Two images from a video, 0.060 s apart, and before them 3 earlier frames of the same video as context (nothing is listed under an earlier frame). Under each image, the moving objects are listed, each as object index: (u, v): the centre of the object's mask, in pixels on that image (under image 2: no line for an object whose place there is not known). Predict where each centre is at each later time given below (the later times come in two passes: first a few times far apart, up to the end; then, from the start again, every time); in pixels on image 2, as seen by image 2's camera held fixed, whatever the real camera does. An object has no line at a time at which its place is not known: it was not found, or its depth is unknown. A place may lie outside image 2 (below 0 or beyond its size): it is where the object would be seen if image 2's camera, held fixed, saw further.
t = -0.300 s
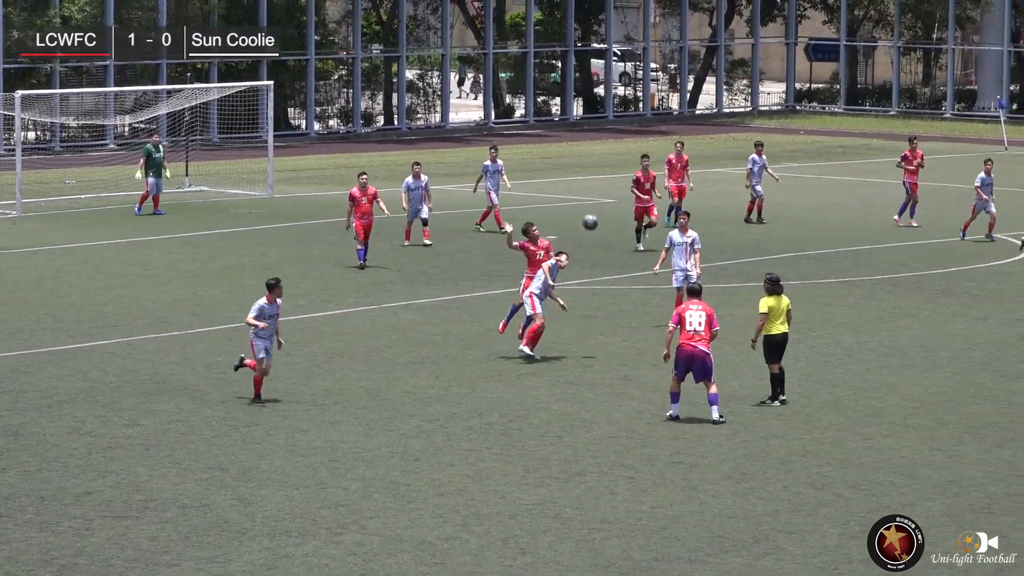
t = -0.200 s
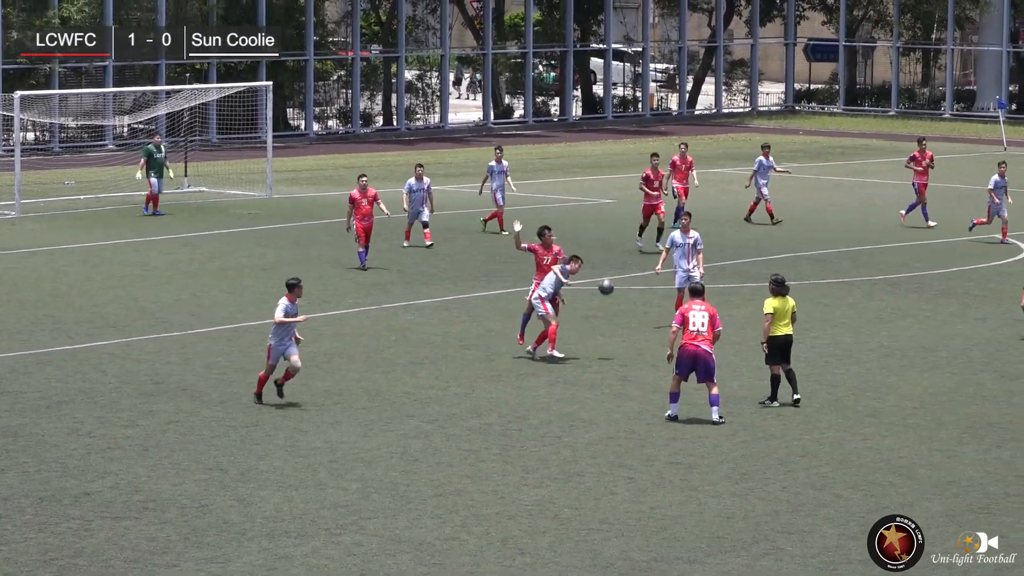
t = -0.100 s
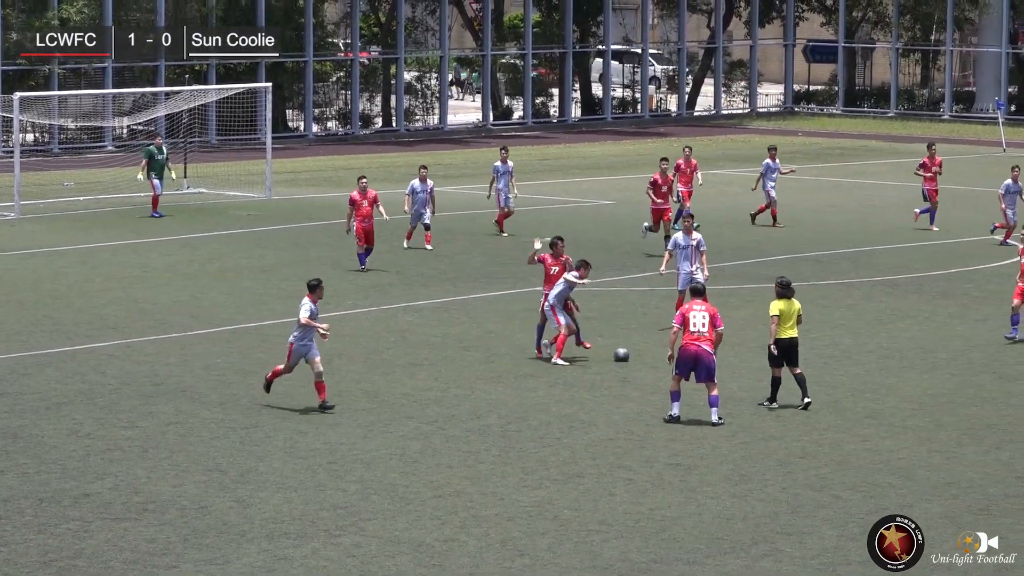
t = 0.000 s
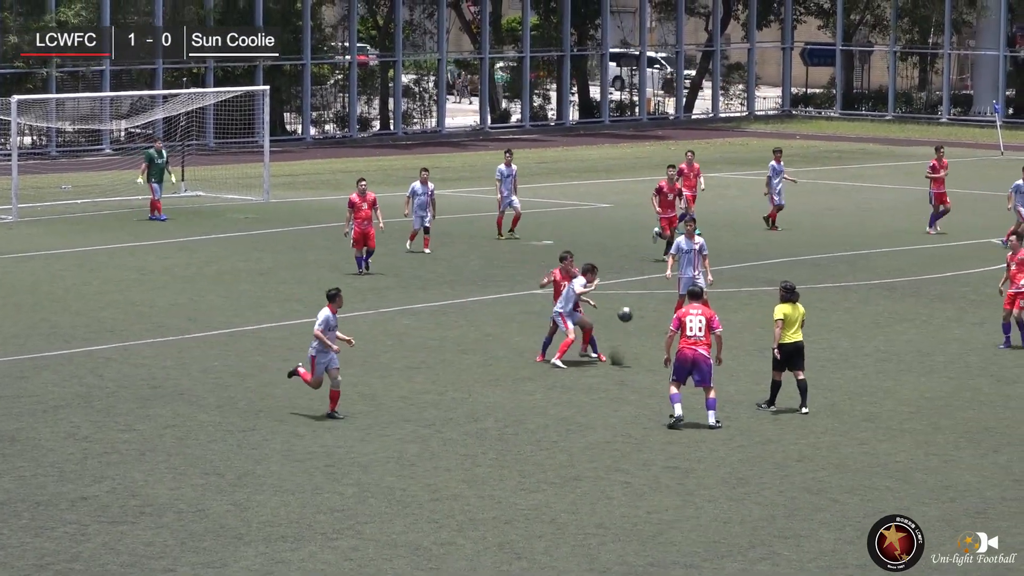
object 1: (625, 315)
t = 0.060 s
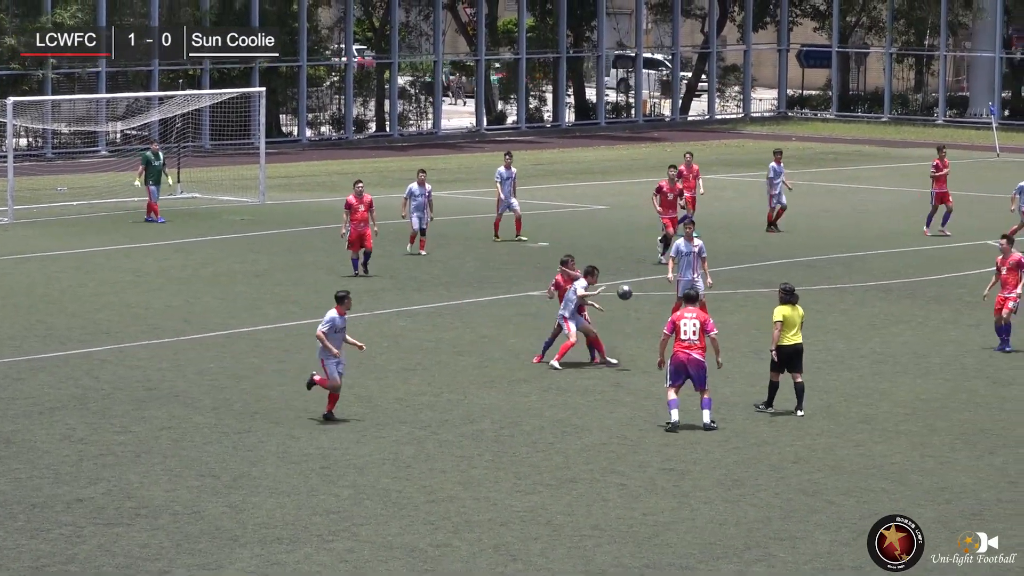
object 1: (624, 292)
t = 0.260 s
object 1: (637, 231)
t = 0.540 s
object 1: (653, 190)
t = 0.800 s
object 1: (667, 200)
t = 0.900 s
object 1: (672, 217)
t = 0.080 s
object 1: (626, 285)
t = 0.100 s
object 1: (627, 278)
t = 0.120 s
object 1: (628, 271)
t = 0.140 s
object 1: (629, 264)
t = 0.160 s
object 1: (631, 258)
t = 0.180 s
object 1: (632, 252)
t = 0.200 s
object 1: (633, 246)
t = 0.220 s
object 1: (635, 241)
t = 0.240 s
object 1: (636, 236)
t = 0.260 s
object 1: (637, 231)
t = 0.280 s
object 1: (638, 226)
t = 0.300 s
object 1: (639, 222)
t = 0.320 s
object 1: (640, 217)
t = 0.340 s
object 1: (642, 213)
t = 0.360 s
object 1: (643, 210)
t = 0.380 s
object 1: (644, 206)
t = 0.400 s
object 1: (645, 203)
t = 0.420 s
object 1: (646, 201)
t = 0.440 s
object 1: (647, 198)
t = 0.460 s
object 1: (648, 196)
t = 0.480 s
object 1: (649, 194)
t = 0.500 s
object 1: (651, 192)
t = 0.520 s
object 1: (652, 190)
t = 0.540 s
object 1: (653, 190)
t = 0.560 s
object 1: (654, 188)
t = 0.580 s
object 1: (655, 188)
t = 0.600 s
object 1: (656, 188)
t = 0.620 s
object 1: (657, 188)
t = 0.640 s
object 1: (658, 188)
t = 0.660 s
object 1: (659, 188)
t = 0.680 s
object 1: (660, 189)
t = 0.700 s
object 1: (662, 190)
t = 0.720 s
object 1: (663, 192)
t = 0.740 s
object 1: (664, 193)
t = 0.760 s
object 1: (665, 195)
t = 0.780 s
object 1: (666, 197)
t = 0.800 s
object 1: (667, 200)
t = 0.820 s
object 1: (668, 203)
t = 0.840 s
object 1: (669, 206)
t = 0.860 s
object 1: (670, 210)
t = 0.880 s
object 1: (671, 213)
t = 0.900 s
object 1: (672, 217)
